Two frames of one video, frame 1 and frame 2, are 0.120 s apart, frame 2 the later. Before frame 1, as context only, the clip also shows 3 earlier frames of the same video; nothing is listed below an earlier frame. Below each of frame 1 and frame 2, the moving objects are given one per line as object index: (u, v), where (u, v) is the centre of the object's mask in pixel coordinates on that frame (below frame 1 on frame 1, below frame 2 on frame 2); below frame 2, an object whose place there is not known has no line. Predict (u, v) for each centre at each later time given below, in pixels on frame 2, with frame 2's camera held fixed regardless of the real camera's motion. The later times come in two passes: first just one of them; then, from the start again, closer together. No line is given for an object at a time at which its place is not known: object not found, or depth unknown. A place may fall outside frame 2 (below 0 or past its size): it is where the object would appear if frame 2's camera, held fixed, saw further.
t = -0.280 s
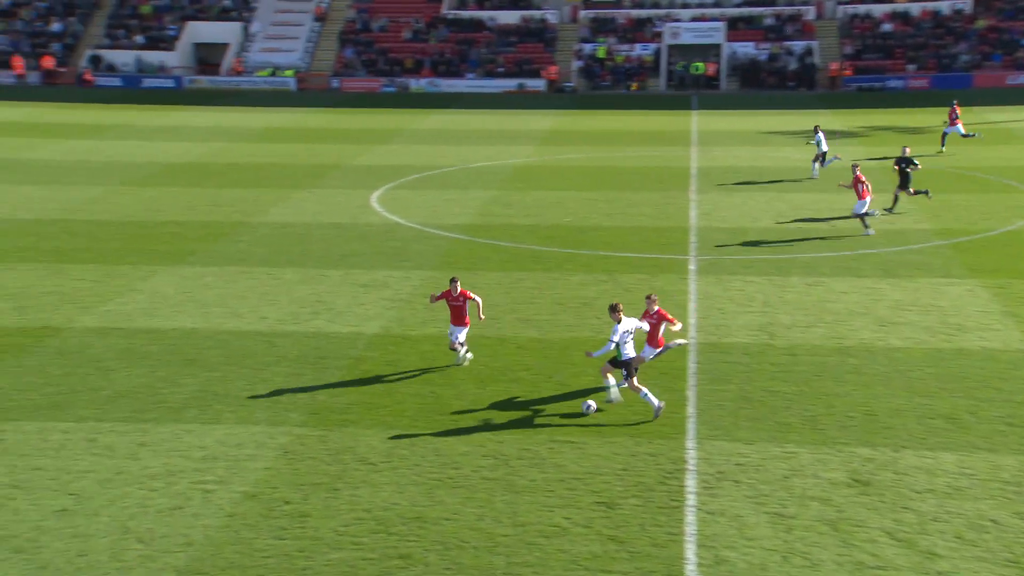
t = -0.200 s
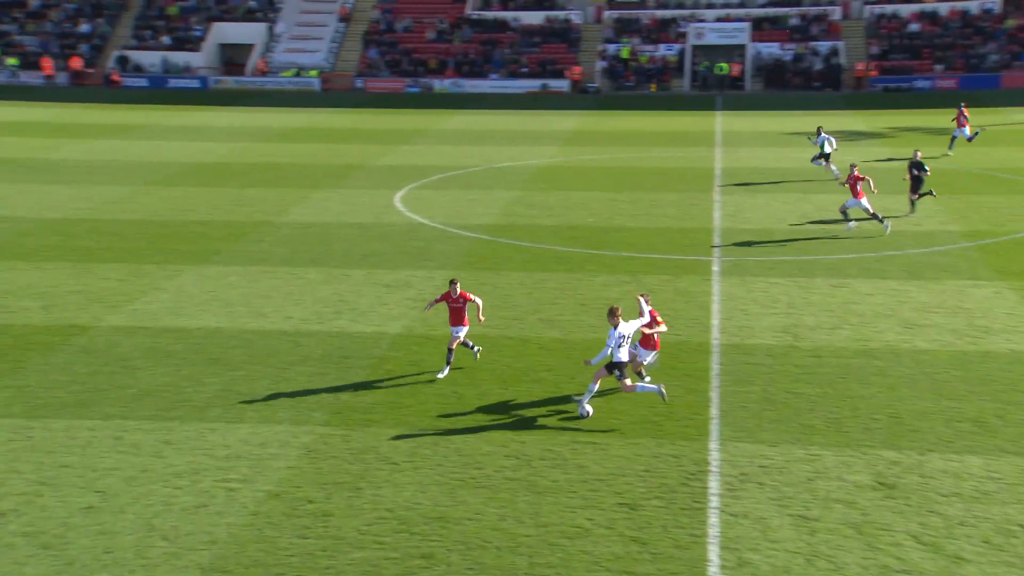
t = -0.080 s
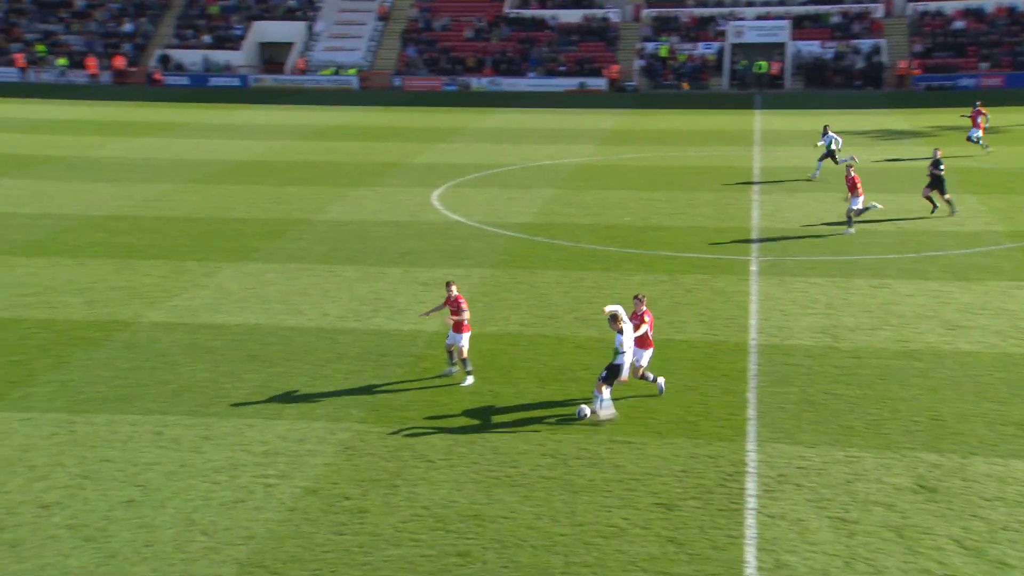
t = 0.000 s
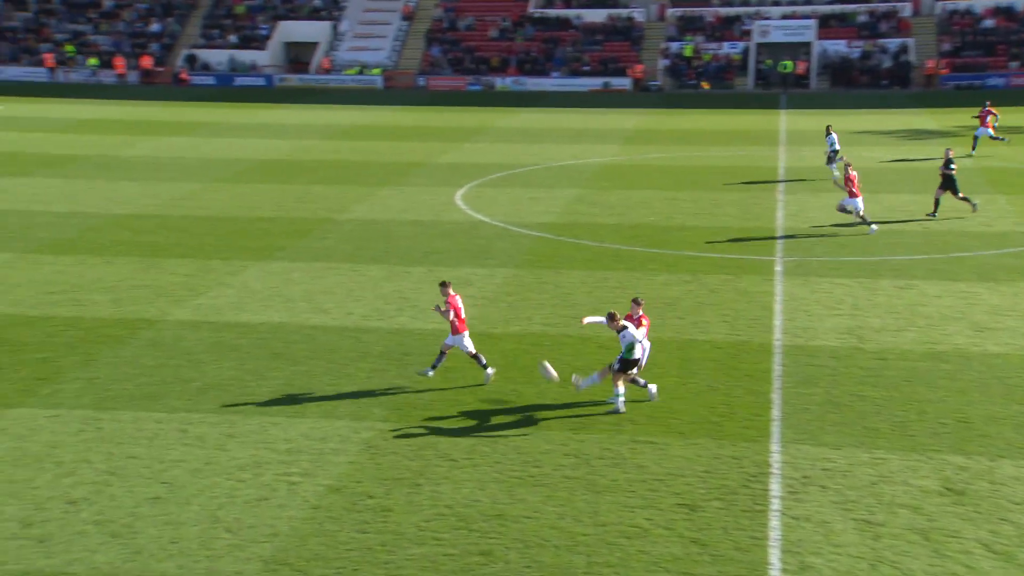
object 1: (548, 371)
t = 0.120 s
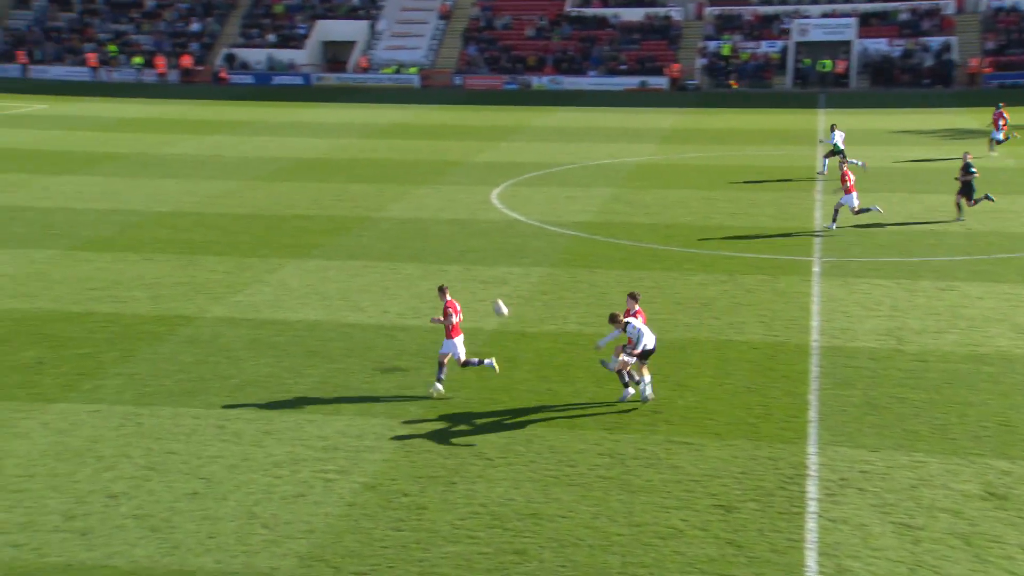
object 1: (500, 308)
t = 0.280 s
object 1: (417, 249)
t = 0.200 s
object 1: (455, 276)
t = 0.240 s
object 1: (436, 262)
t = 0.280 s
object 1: (417, 249)
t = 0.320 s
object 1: (400, 238)
